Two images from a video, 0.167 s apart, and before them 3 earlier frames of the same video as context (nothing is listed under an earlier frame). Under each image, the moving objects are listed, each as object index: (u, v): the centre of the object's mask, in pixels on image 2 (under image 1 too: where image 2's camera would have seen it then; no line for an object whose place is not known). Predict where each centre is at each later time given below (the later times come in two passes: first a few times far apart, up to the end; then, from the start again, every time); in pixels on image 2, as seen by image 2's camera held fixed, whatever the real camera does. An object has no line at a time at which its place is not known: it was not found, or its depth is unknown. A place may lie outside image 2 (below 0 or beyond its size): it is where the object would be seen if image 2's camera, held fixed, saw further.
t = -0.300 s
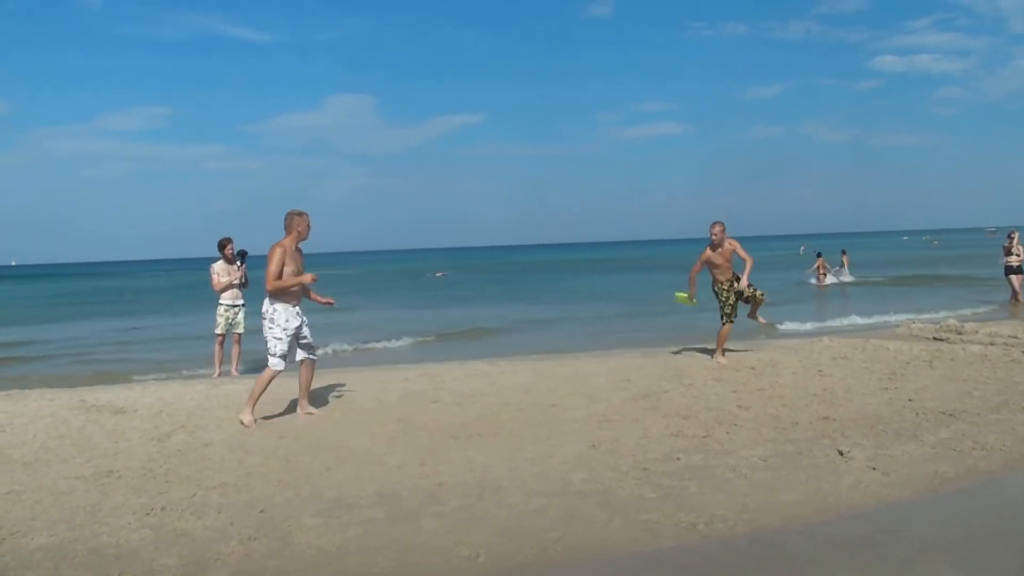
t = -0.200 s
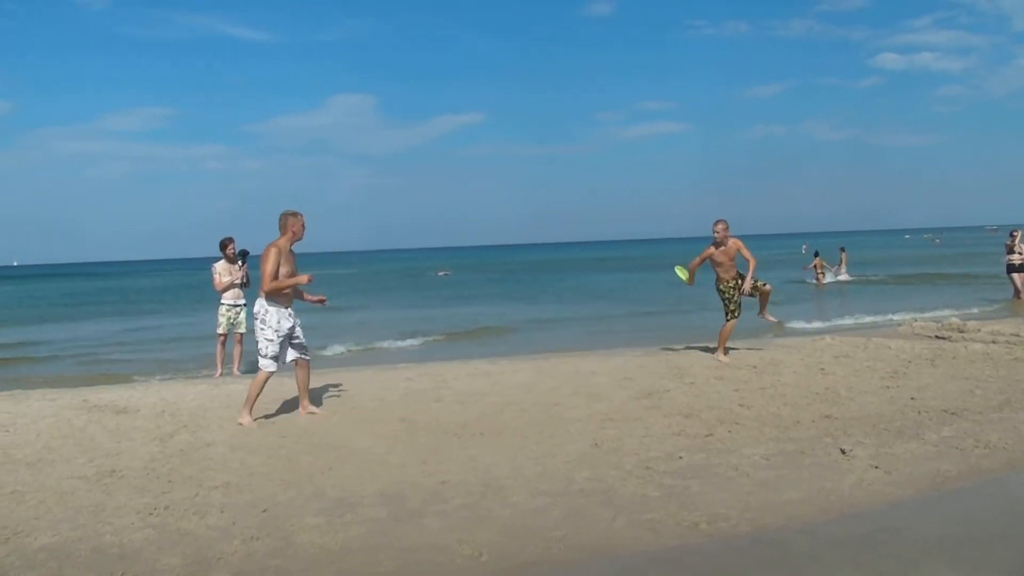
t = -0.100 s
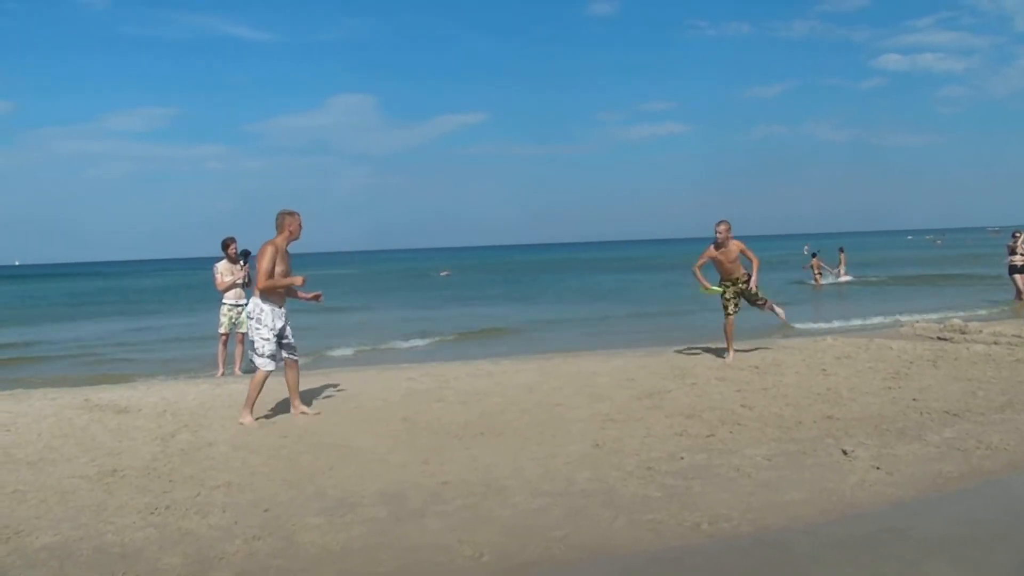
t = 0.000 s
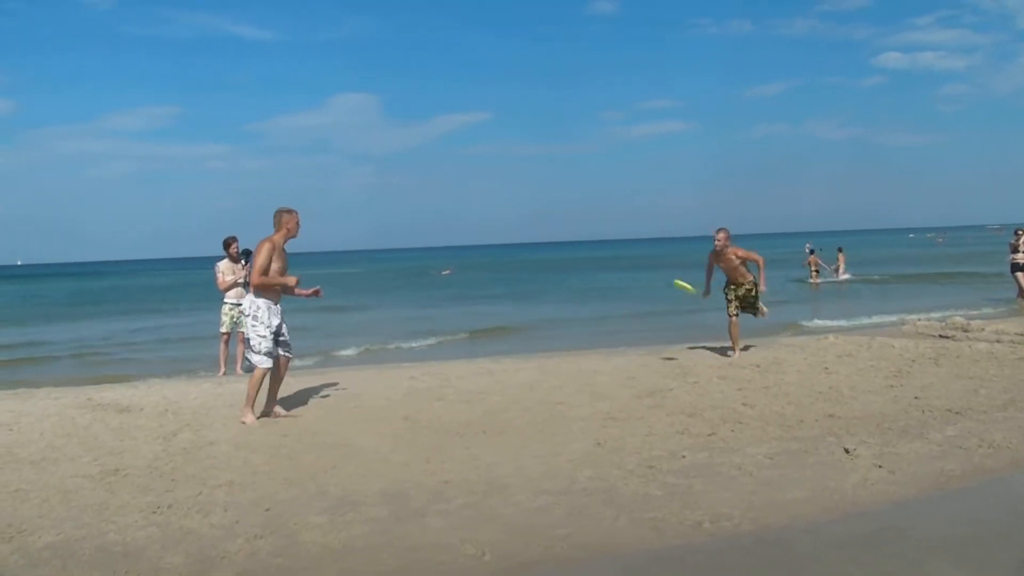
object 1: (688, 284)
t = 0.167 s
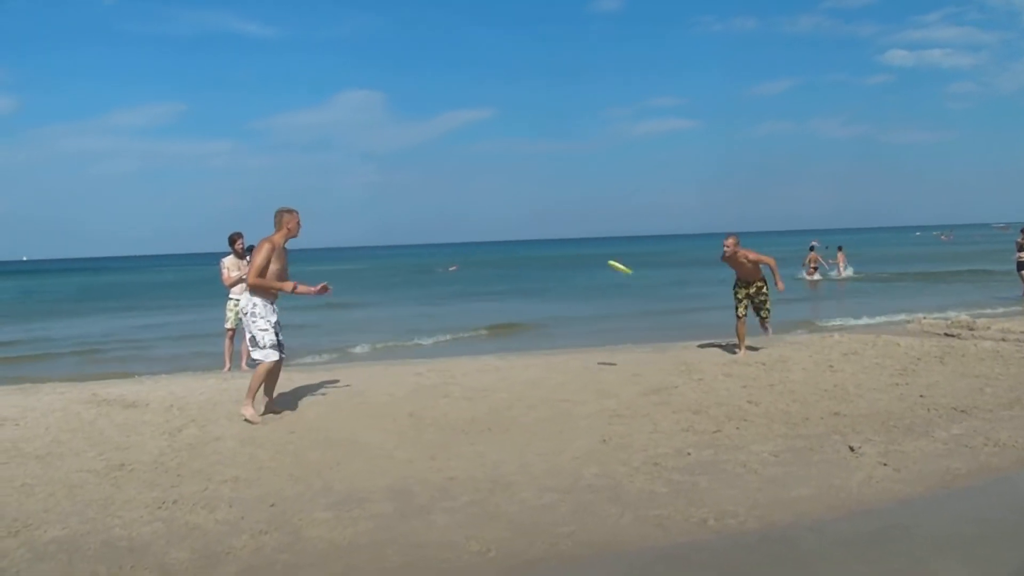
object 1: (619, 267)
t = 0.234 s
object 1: (591, 264)
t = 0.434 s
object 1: (501, 272)
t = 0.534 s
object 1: (463, 279)
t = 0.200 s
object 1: (605, 266)
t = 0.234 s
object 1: (591, 264)
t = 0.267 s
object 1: (576, 264)
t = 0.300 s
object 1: (561, 264)
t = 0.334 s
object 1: (546, 266)
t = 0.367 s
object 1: (532, 267)
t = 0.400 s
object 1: (517, 269)
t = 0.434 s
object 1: (501, 272)
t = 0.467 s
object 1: (488, 274)
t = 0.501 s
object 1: (475, 277)
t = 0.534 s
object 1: (463, 279)
